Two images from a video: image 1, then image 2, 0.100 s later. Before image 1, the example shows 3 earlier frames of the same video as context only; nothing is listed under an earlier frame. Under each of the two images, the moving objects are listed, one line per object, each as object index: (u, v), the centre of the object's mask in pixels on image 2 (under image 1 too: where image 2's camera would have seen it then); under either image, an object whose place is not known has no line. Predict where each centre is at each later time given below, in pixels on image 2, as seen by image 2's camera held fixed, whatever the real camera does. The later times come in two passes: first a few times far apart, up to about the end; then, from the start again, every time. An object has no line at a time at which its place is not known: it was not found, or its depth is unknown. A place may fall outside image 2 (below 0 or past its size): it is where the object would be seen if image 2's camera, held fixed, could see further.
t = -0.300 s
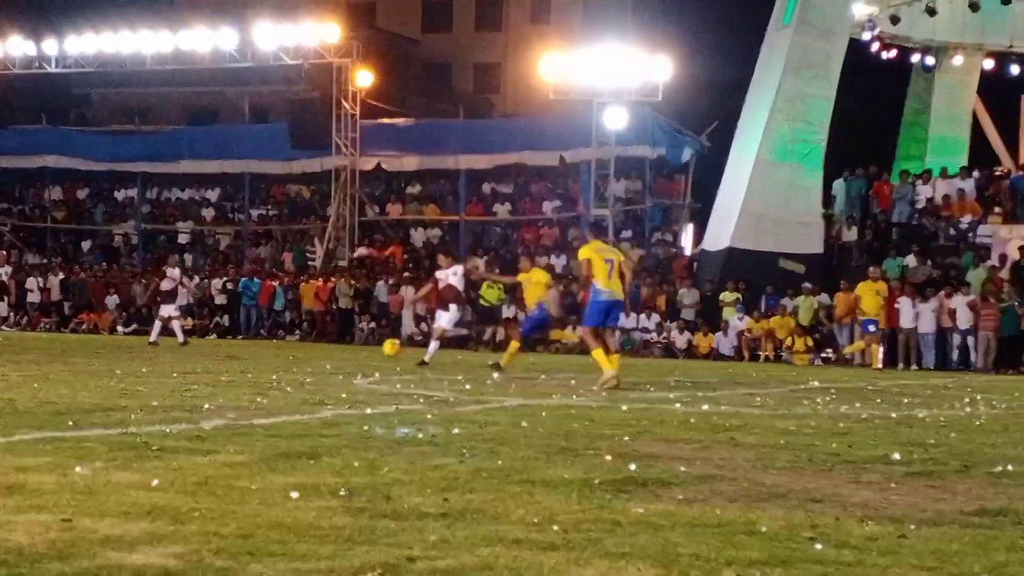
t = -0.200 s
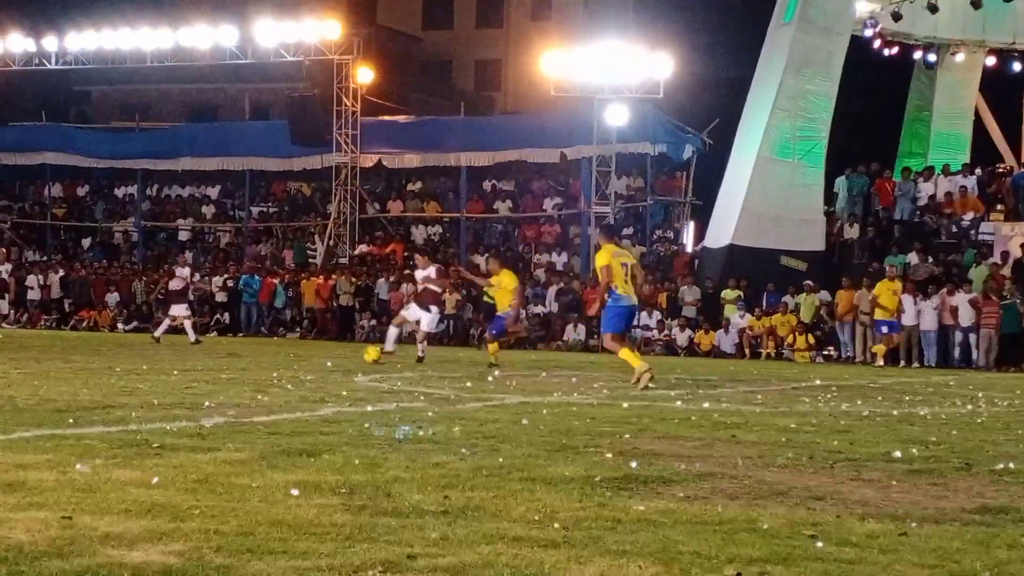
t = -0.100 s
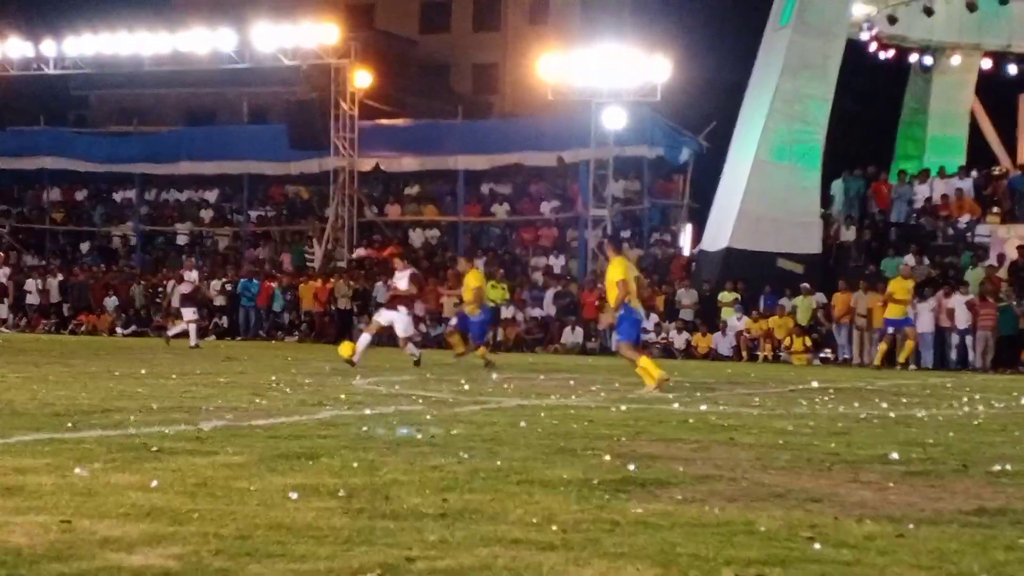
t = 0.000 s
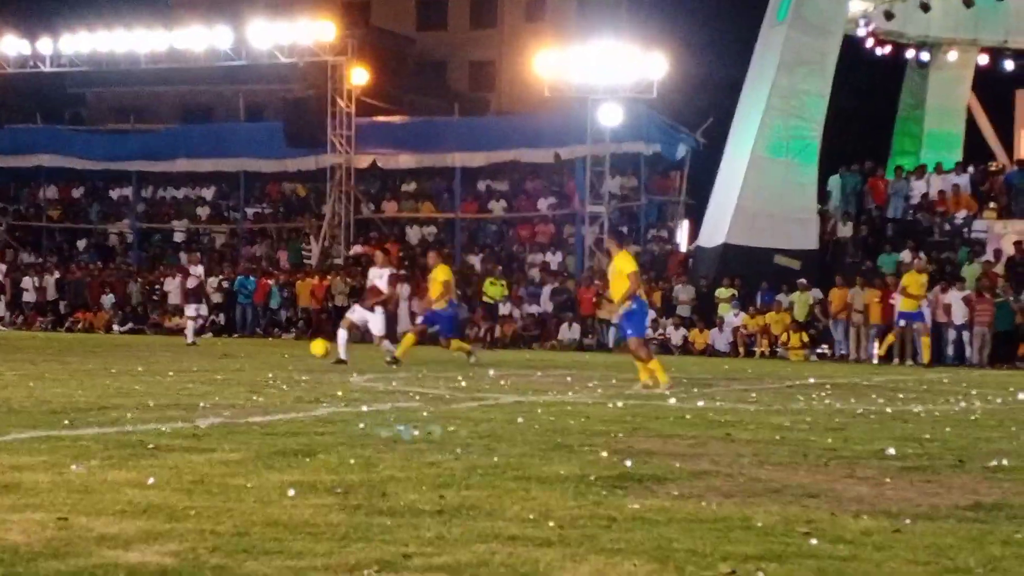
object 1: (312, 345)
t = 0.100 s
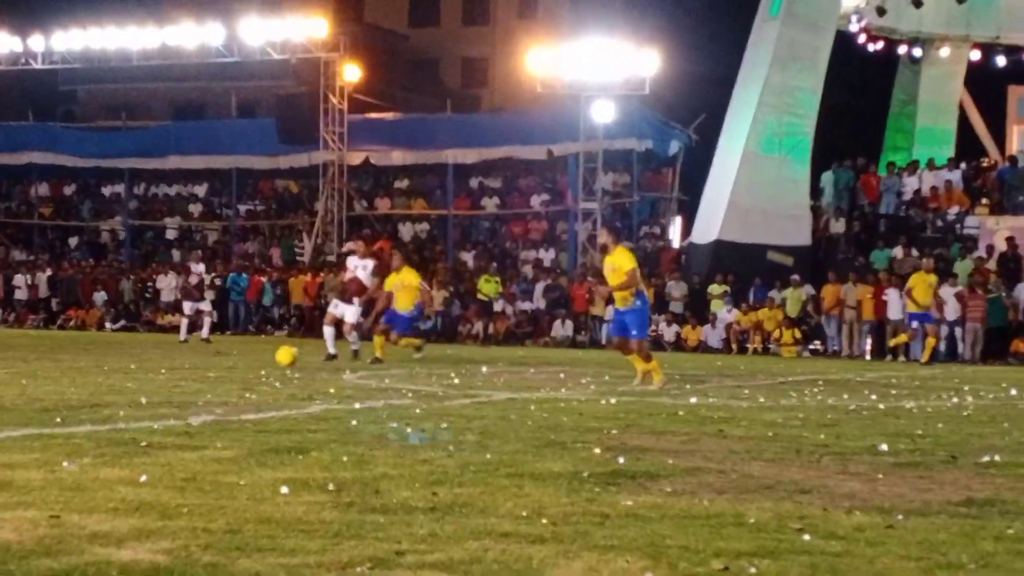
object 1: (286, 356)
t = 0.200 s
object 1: (261, 364)
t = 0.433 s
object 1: (194, 381)
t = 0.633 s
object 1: (138, 367)
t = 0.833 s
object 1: (64, 419)
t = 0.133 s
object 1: (278, 363)
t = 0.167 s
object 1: (268, 365)
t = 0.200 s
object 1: (261, 364)
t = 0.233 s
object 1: (252, 362)
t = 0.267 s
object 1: (243, 363)
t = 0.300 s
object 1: (233, 364)
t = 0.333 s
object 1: (224, 367)
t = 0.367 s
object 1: (214, 371)
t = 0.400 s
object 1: (204, 378)
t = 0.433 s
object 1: (194, 381)
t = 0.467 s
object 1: (185, 375)
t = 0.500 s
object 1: (177, 370)
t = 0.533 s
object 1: (168, 367)
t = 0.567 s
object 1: (158, 365)
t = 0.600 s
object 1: (148, 365)
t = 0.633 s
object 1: (138, 367)
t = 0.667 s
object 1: (127, 371)
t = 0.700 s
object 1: (116, 377)
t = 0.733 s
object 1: (104, 385)
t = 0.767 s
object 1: (91, 396)
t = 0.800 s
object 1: (77, 410)
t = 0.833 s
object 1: (64, 419)
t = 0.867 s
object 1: (50, 415)
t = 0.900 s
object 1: (37, 414)
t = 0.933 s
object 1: (22, 415)
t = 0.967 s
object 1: (6, 418)
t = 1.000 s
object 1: (-10, 424)
